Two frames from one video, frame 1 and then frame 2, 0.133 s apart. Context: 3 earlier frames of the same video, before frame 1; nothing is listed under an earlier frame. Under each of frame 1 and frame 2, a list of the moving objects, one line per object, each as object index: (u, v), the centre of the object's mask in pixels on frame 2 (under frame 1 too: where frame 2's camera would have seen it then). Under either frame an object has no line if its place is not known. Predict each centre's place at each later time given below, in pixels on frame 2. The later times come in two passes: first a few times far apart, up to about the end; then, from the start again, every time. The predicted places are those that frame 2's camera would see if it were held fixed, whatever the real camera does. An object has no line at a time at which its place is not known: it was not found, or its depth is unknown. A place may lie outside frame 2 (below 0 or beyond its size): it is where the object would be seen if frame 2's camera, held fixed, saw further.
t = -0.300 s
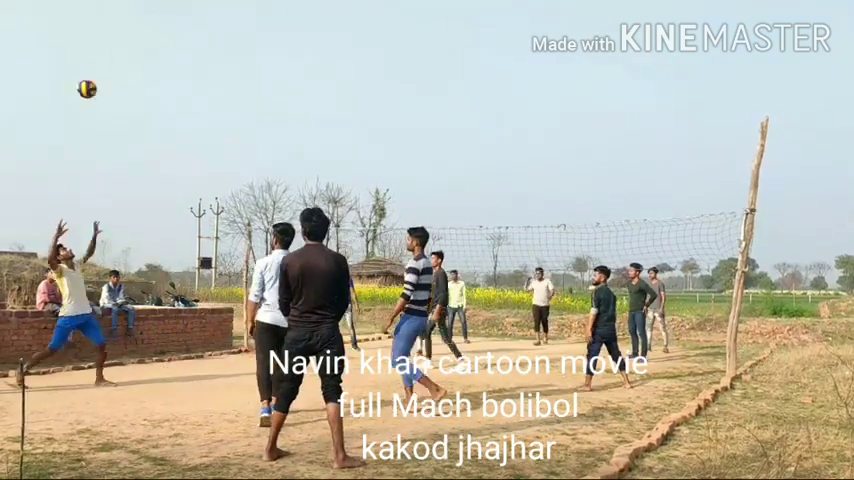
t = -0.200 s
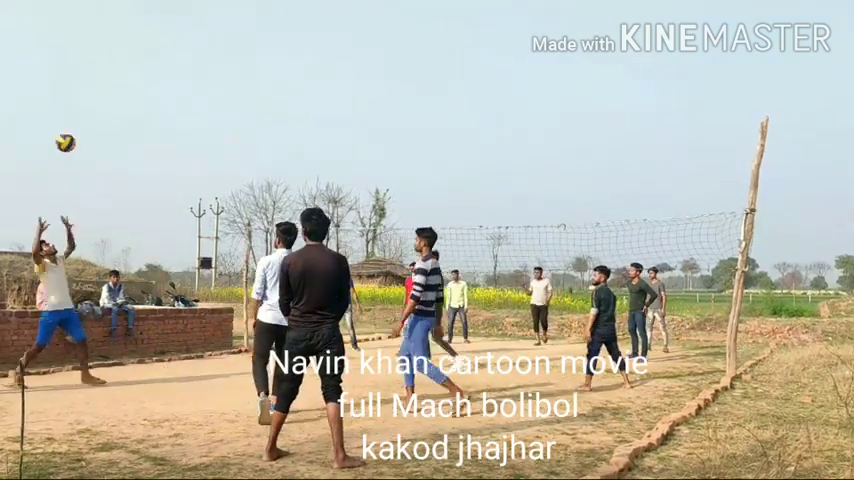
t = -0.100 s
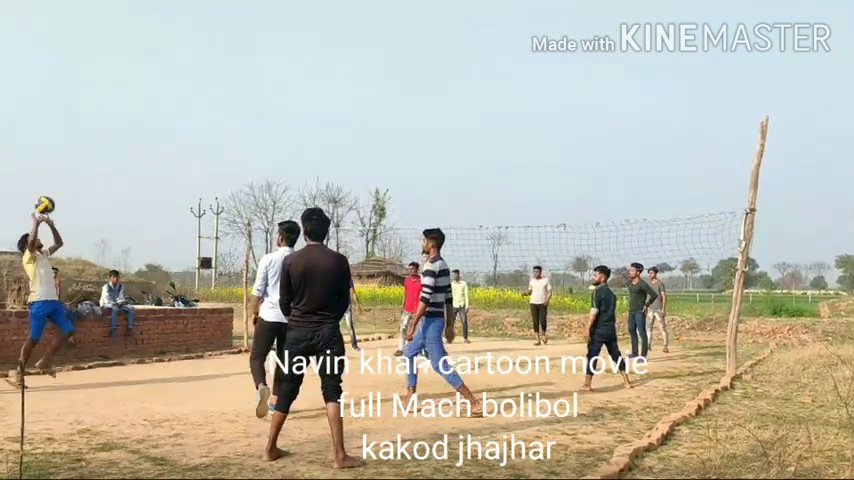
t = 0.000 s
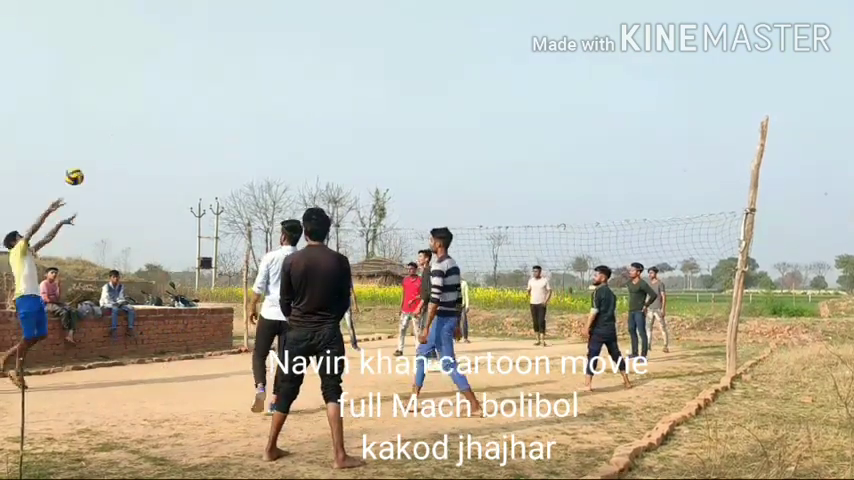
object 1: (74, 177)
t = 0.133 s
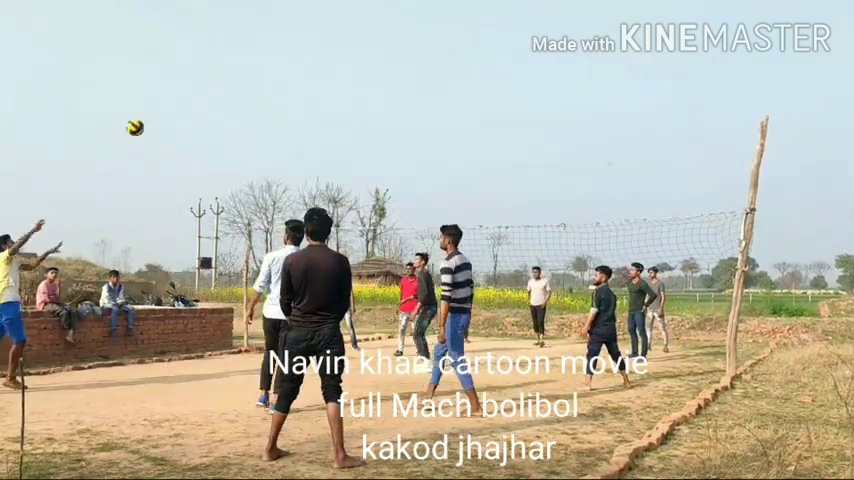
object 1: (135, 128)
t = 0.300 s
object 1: (203, 88)
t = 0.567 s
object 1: (293, 72)
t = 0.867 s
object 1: (378, 112)
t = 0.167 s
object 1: (149, 118)
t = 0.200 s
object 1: (163, 109)
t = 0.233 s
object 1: (177, 101)
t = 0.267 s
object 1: (190, 94)
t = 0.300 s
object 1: (203, 88)
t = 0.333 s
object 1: (215, 83)
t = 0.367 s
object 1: (227, 79)
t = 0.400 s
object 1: (239, 75)
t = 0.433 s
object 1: (251, 73)
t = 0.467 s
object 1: (261, 72)
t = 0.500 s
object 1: (273, 71)
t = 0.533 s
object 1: (283, 71)
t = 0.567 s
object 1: (293, 72)
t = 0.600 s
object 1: (304, 74)
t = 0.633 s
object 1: (314, 76)
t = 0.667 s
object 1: (324, 79)
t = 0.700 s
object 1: (333, 83)
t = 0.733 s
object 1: (343, 87)
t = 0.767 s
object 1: (352, 92)
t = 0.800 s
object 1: (361, 98)
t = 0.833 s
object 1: (369, 104)
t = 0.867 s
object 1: (378, 112)
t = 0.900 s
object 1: (386, 120)
